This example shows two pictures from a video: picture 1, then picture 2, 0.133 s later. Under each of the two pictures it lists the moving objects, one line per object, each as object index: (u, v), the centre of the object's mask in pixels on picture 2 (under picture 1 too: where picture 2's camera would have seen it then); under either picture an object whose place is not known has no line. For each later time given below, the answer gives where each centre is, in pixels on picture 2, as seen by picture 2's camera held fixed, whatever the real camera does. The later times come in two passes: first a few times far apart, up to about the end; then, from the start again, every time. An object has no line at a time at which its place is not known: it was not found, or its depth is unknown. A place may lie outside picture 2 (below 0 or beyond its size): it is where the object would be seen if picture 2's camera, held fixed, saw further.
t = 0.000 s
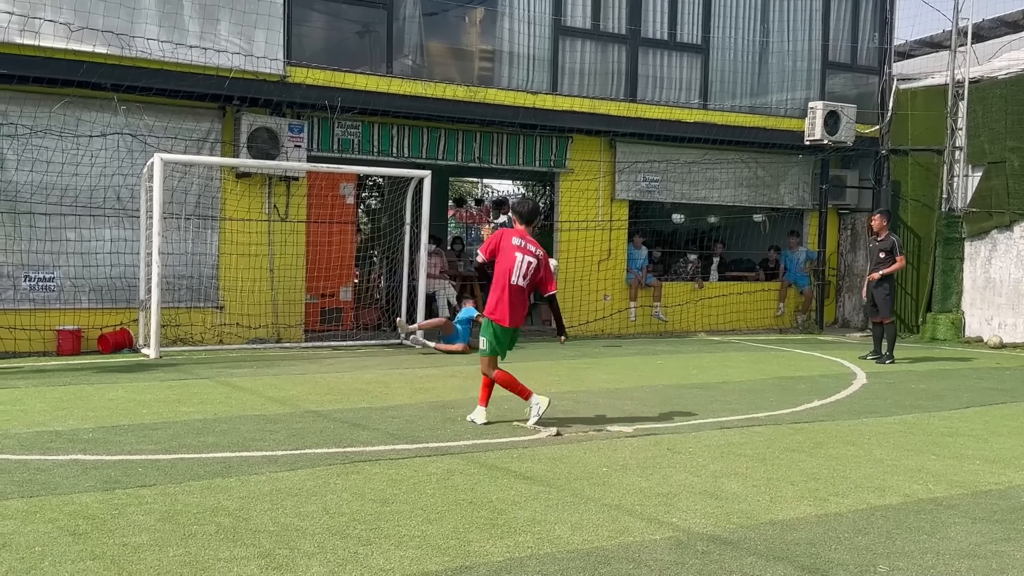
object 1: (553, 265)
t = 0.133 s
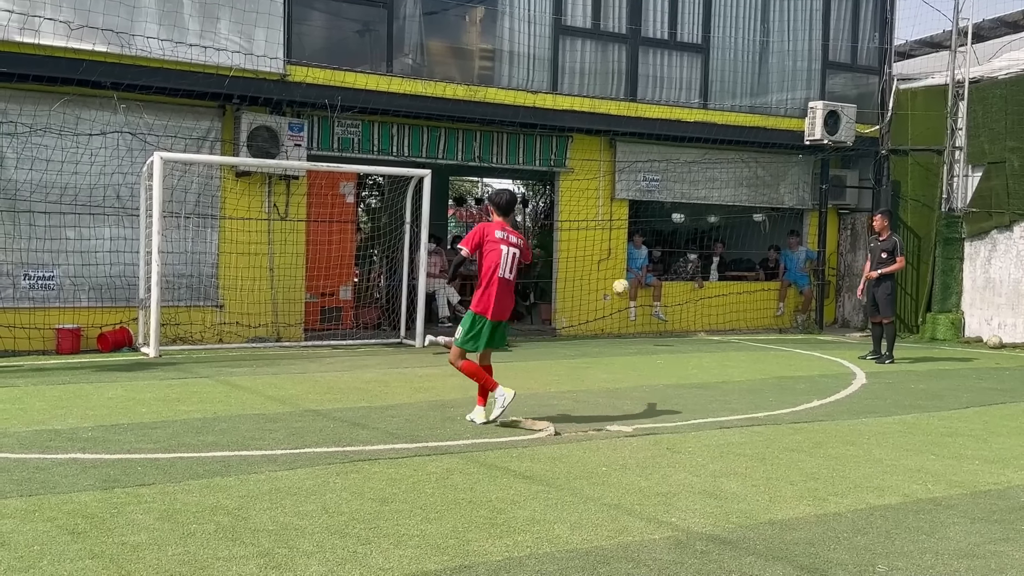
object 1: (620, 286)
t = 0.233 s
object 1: (670, 310)
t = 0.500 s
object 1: (749, 305)
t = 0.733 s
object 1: (796, 300)
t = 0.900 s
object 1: (827, 320)
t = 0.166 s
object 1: (638, 294)
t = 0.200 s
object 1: (654, 302)
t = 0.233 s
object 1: (670, 310)
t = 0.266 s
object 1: (686, 320)
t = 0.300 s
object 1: (702, 331)
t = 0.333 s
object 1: (715, 336)
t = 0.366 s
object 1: (721, 327)
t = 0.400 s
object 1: (729, 320)
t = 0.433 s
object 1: (736, 315)
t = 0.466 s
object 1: (742, 309)
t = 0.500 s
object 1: (749, 305)
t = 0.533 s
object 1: (756, 301)
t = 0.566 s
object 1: (764, 299)
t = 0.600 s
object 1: (770, 297)
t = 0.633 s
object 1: (777, 296)
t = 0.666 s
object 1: (783, 296)
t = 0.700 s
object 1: (790, 297)
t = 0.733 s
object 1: (796, 300)
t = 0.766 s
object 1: (802, 301)
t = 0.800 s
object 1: (808, 305)
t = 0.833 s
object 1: (814, 309)
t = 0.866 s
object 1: (820, 315)
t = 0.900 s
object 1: (827, 320)
